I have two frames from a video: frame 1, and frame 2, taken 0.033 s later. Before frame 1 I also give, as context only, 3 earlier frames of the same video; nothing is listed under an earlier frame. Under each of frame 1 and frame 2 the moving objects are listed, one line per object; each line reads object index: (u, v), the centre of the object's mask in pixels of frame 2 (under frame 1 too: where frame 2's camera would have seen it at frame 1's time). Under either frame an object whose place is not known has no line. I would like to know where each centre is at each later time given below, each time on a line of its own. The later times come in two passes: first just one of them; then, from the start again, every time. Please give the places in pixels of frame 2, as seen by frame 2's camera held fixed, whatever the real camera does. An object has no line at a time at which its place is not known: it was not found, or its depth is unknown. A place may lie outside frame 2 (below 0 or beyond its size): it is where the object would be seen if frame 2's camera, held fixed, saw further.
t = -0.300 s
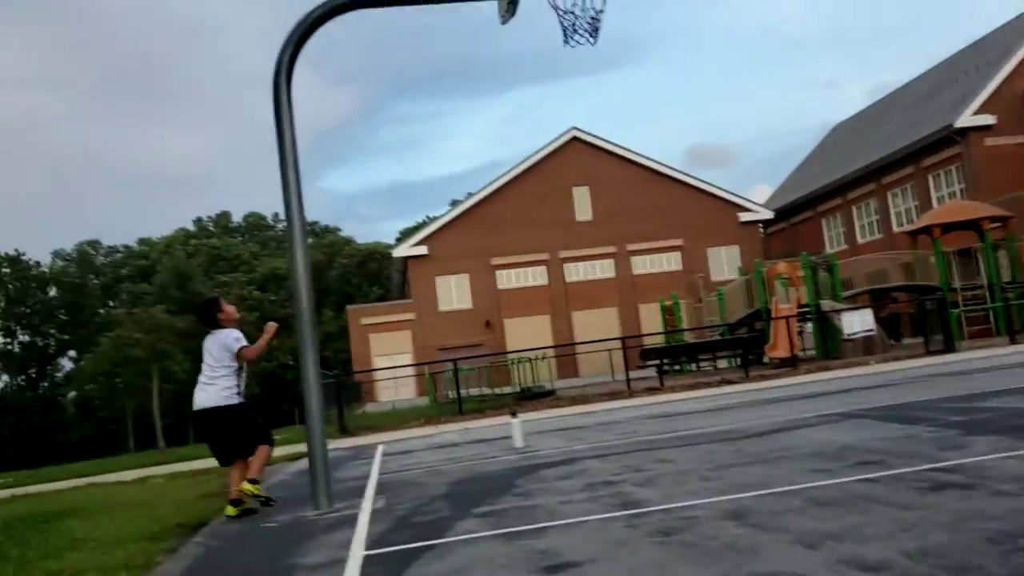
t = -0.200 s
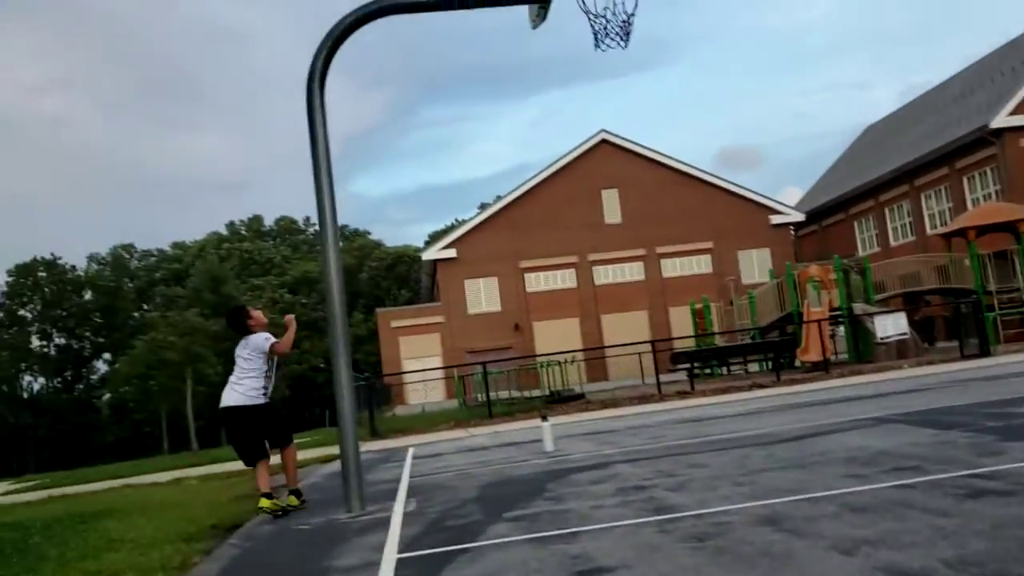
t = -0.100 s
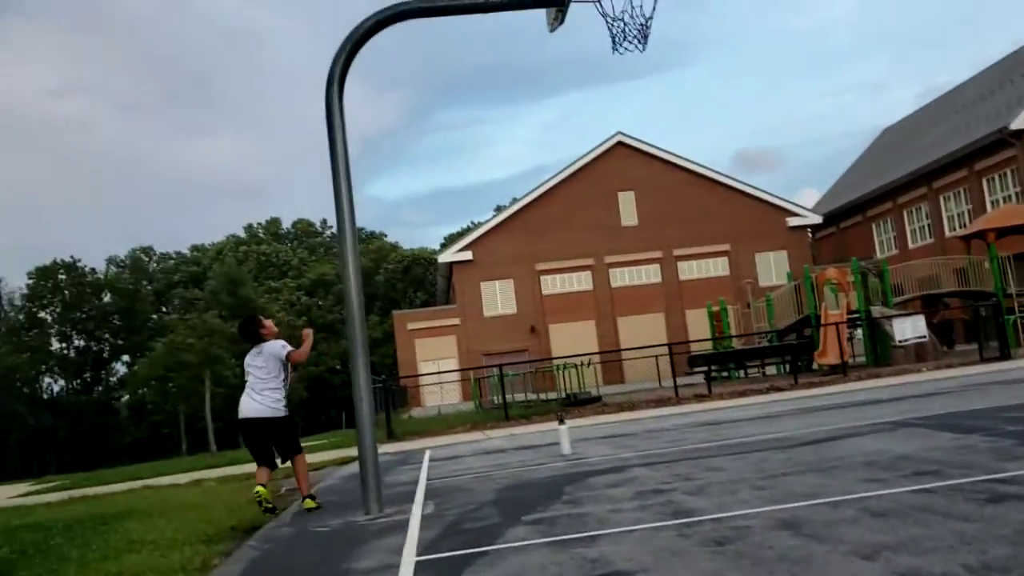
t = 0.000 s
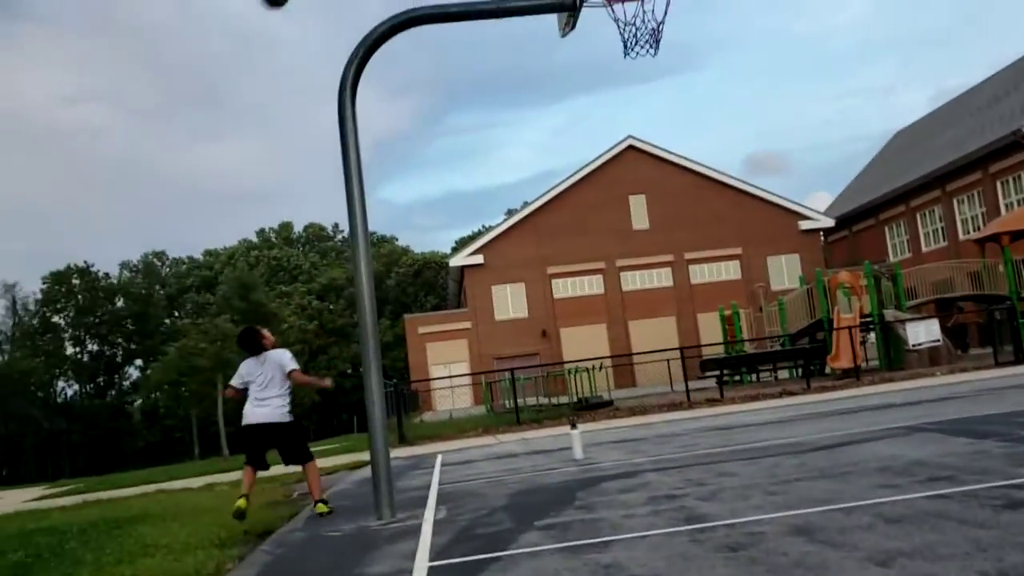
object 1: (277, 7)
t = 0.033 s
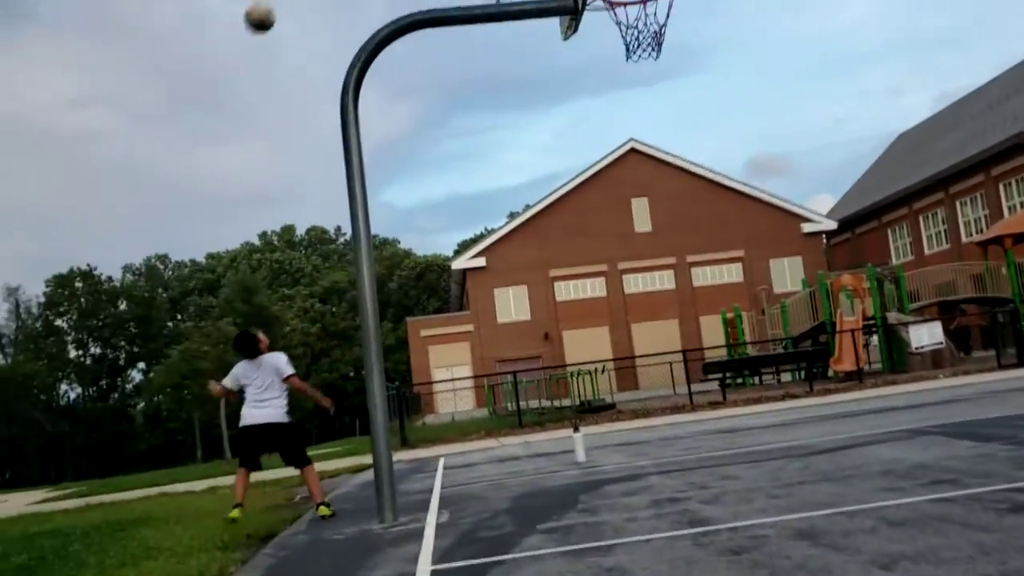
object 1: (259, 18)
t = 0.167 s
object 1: (190, 115)
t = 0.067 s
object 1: (242, 40)
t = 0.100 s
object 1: (224, 64)
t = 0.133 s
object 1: (207, 88)
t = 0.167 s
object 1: (190, 115)
